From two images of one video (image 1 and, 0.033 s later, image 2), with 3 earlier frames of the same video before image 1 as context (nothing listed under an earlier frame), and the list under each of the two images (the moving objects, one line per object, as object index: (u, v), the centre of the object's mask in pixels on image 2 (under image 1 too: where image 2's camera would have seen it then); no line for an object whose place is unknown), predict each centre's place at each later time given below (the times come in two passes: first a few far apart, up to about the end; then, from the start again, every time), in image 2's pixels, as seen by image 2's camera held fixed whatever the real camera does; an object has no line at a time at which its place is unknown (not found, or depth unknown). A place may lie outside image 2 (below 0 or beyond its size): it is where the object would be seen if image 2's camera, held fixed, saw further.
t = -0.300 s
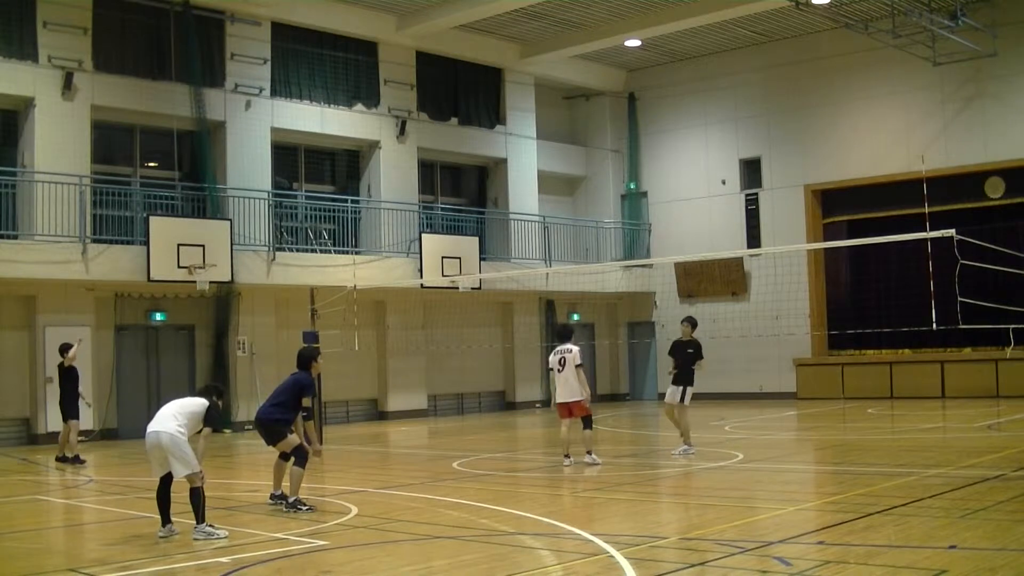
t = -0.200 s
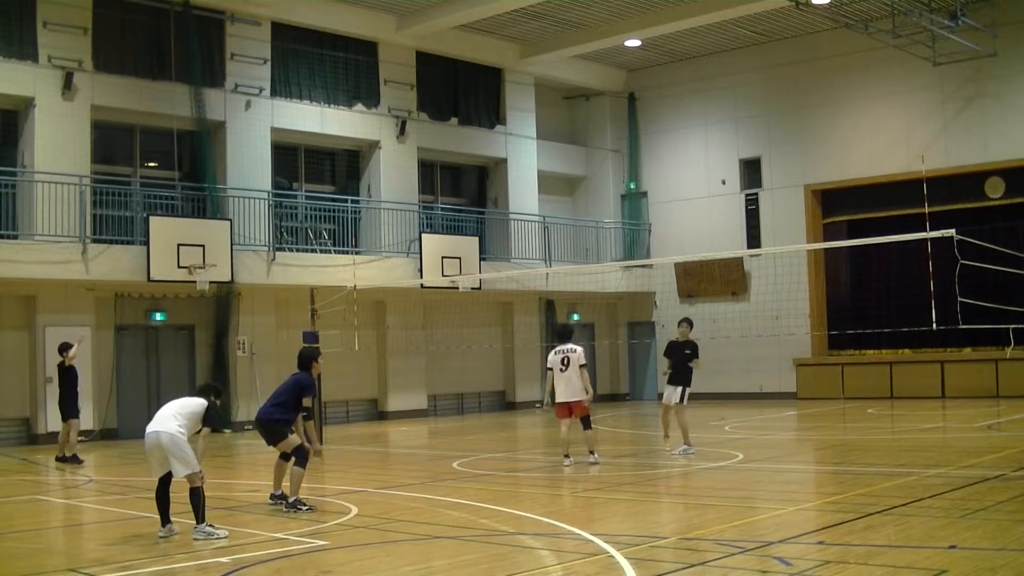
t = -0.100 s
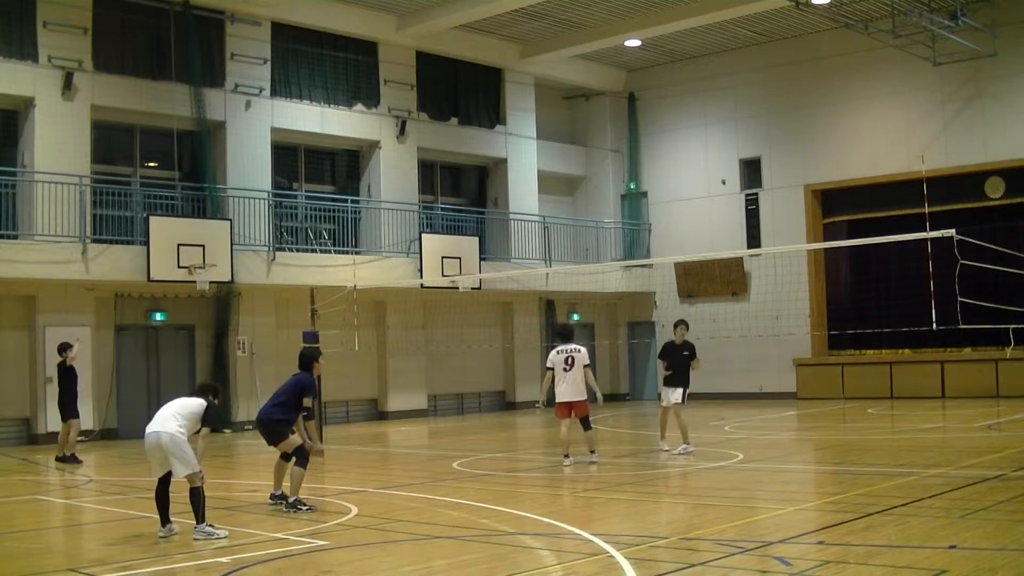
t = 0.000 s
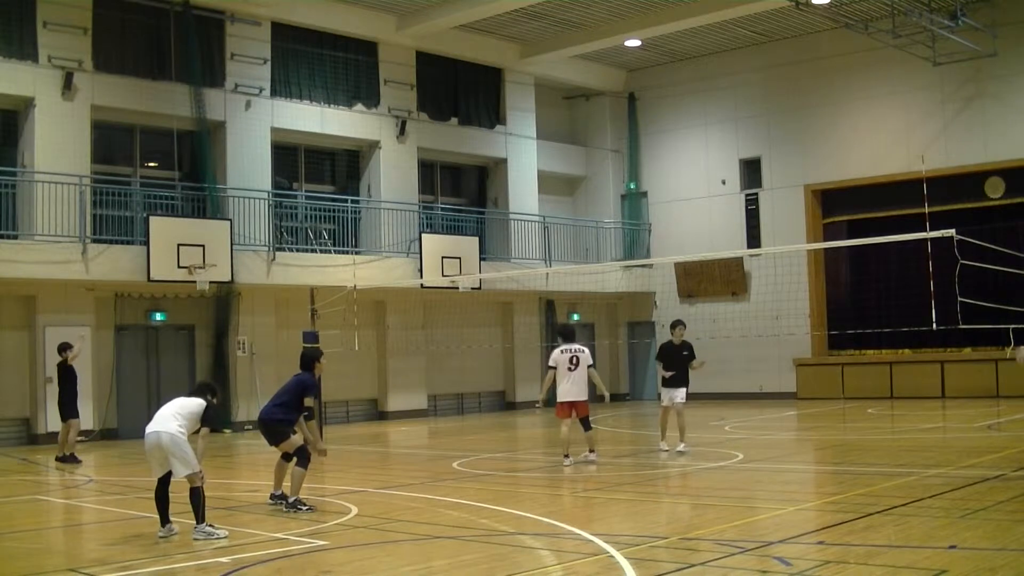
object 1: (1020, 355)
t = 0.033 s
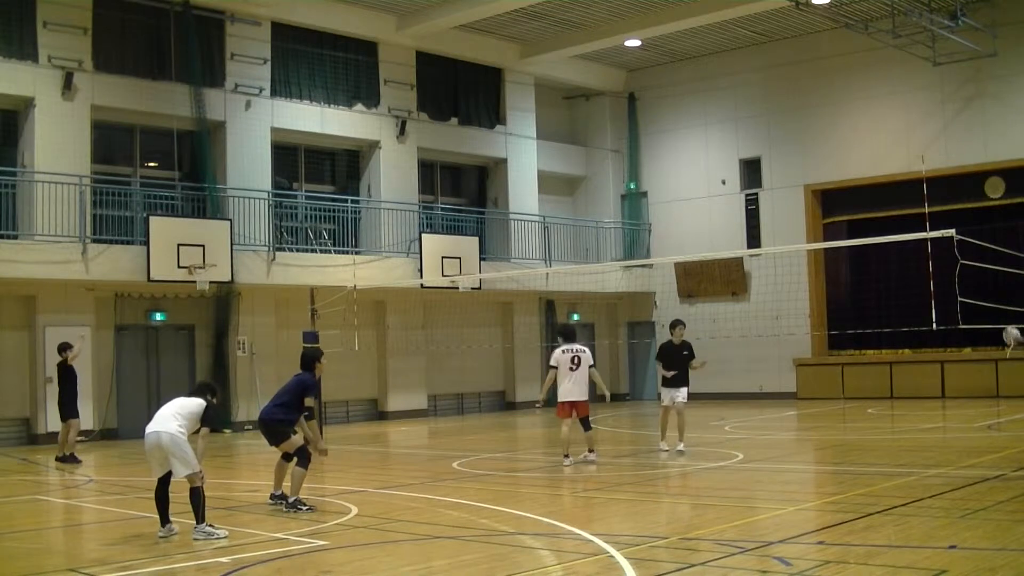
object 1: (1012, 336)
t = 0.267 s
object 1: (926, 218)
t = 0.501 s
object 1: (838, 144)
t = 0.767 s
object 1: (735, 118)
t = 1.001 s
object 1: (645, 146)
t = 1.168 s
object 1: (580, 196)
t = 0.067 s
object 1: (1000, 317)
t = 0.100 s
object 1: (987, 299)
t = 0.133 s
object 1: (975, 280)
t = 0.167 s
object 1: (963, 264)
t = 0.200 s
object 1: (951, 248)
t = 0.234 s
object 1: (938, 232)
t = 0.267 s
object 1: (926, 218)
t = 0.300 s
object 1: (914, 204)
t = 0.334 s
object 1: (901, 193)
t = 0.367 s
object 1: (888, 181)
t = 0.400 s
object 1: (877, 169)
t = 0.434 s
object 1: (862, 161)
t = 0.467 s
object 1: (850, 152)
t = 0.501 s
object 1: (838, 144)
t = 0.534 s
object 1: (824, 137)
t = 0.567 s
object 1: (811, 132)
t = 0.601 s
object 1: (799, 128)
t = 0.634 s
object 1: (785, 124)
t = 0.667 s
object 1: (773, 121)
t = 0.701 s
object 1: (760, 119)
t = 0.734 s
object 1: (748, 118)
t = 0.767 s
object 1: (735, 118)
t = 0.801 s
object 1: (722, 119)
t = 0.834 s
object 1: (708, 120)
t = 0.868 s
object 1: (696, 124)
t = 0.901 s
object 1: (685, 128)
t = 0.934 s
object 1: (671, 133)
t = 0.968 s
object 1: (658, 140)
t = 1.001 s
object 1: (645, 146)
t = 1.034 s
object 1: (631, 155)
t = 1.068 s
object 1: (620, 163)
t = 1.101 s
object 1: (607, 174)
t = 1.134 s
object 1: (591, 185)
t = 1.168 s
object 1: (580, 196)
